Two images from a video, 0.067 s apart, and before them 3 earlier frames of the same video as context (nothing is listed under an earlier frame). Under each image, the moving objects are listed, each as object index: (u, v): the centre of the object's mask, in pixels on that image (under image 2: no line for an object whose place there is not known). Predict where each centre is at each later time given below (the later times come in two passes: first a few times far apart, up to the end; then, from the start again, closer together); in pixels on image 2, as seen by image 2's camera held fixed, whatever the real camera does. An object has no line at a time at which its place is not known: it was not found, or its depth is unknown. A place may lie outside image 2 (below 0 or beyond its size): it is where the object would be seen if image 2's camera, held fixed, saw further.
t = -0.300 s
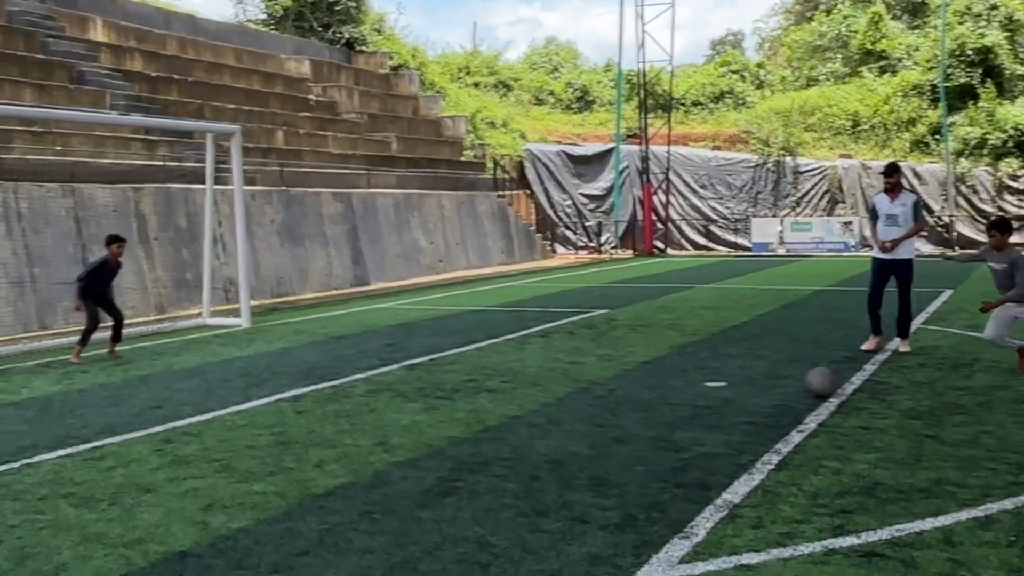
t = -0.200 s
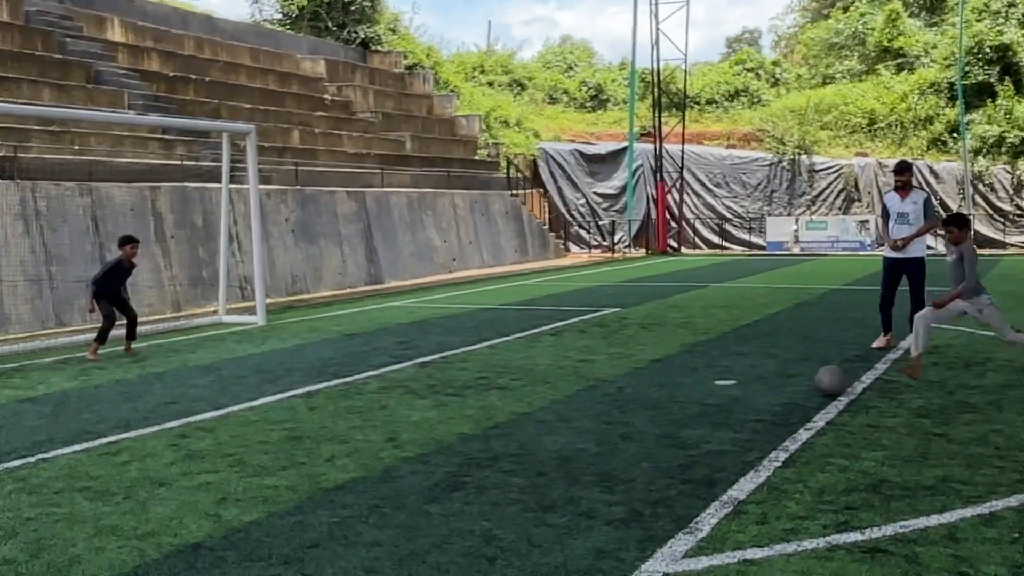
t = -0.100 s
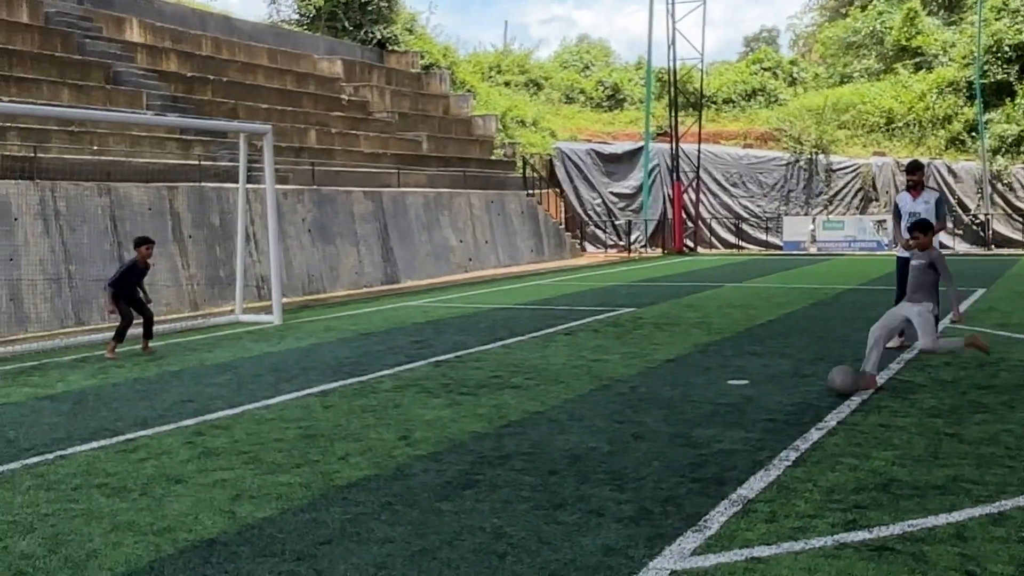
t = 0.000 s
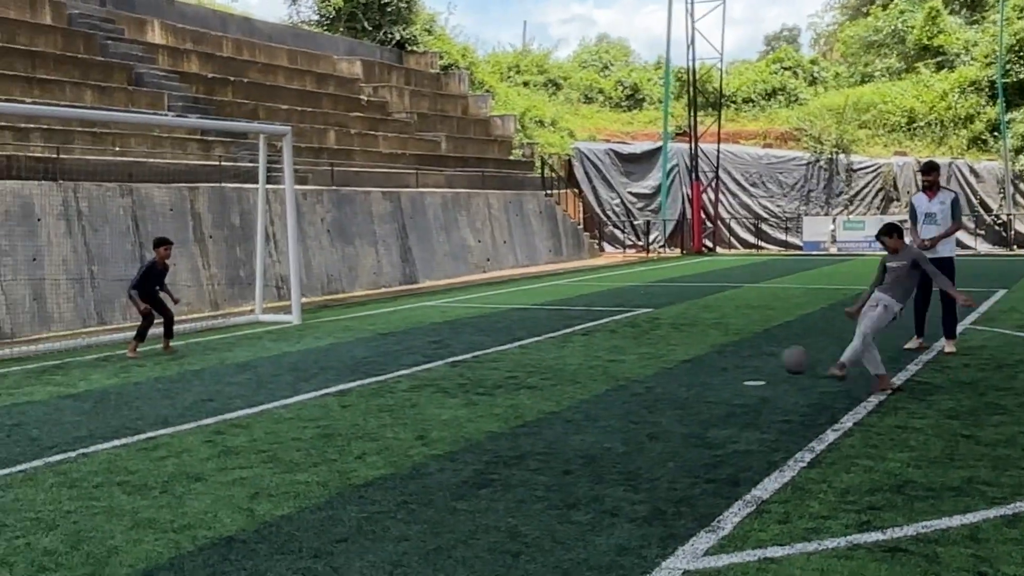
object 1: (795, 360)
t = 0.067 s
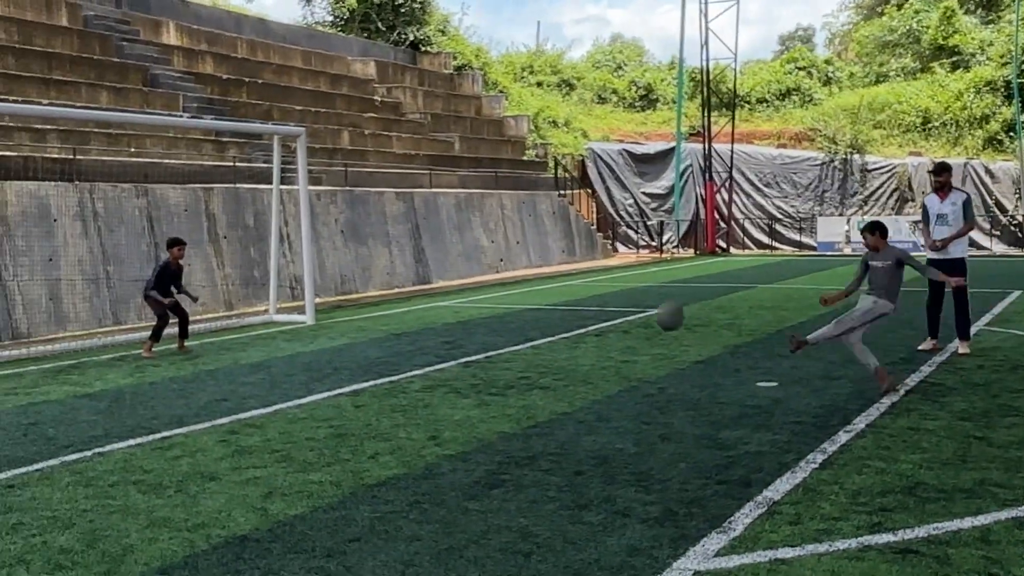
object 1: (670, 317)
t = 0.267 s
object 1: (323, 231)
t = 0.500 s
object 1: (18, 204)
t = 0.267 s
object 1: (323, 231)
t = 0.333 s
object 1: (225, 216)
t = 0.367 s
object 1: (180, 211)
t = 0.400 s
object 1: (138, 209)
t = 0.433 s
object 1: (95, 206)
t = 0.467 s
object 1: (56, 204)
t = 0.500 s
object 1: (18, 204)
